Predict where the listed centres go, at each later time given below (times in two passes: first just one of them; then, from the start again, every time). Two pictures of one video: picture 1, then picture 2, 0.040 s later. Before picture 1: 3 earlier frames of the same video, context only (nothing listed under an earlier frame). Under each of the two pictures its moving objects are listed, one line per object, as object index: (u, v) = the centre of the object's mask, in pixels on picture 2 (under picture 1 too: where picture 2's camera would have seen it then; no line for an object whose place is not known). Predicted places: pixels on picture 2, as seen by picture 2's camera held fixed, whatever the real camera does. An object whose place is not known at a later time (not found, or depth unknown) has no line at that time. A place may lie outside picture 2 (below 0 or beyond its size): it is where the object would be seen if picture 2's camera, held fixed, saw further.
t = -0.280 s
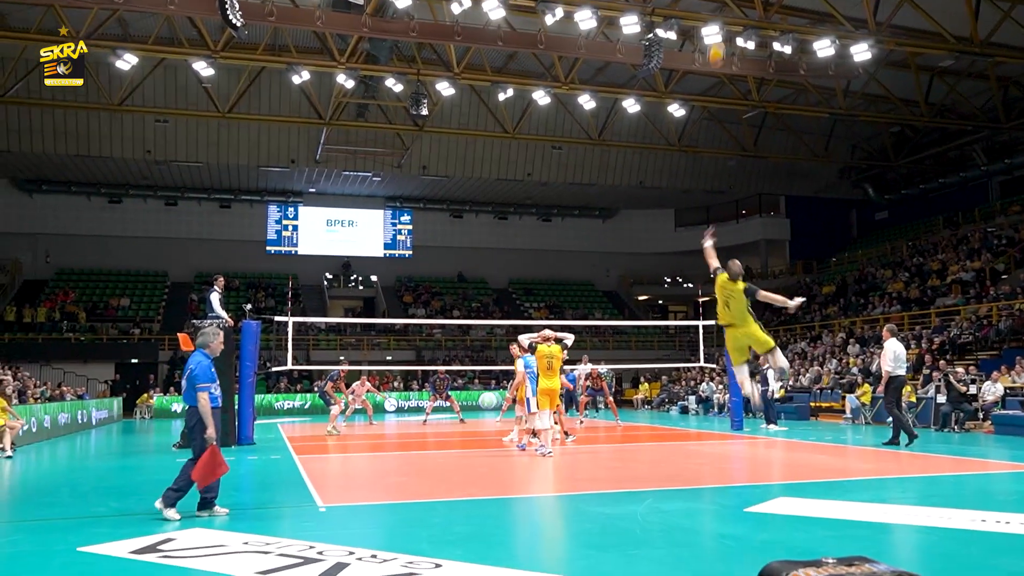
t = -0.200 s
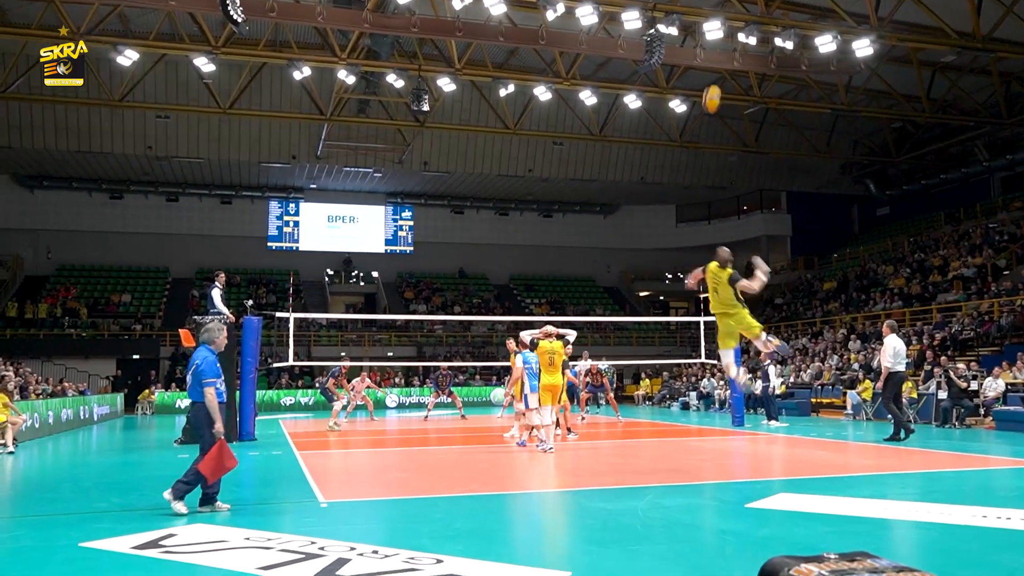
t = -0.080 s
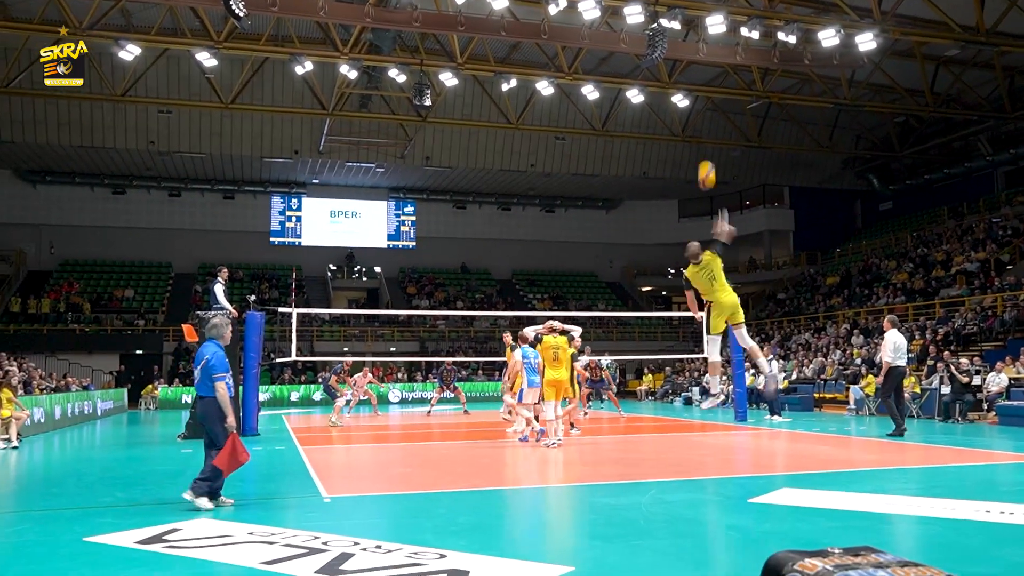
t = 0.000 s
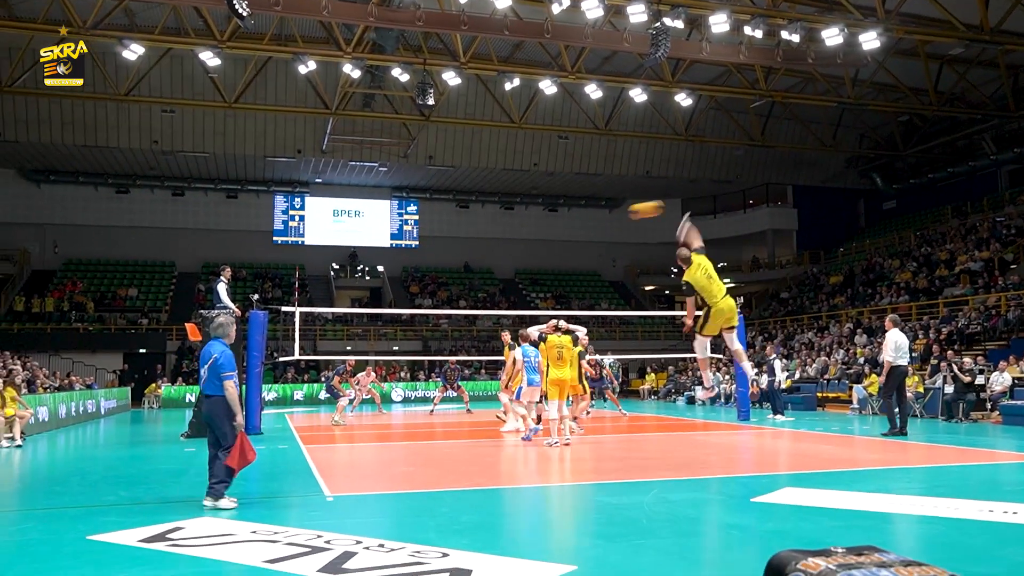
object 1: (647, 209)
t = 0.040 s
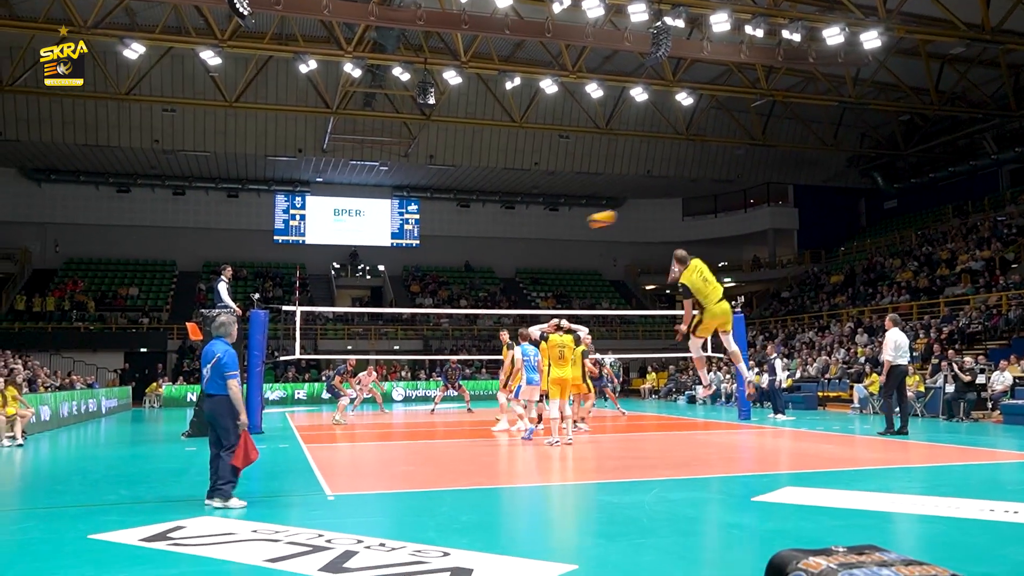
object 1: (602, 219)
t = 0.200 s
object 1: (482, 265)
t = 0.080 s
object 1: (565, 229)
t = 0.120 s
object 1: (533, 240)
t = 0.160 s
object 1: (506, 252)
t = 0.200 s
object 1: (482, 265)
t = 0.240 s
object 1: (461, 276)
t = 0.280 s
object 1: (441, 289)
